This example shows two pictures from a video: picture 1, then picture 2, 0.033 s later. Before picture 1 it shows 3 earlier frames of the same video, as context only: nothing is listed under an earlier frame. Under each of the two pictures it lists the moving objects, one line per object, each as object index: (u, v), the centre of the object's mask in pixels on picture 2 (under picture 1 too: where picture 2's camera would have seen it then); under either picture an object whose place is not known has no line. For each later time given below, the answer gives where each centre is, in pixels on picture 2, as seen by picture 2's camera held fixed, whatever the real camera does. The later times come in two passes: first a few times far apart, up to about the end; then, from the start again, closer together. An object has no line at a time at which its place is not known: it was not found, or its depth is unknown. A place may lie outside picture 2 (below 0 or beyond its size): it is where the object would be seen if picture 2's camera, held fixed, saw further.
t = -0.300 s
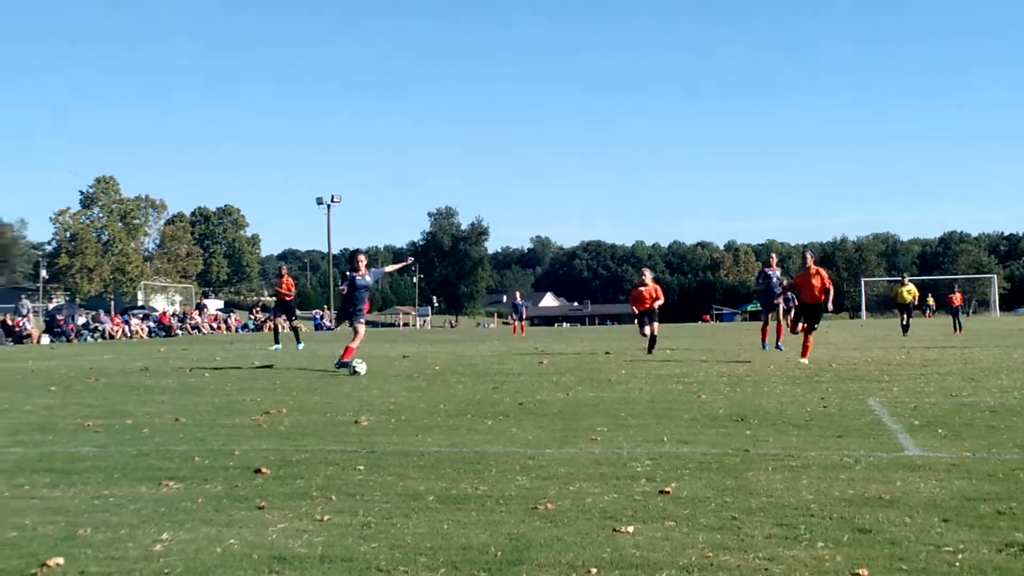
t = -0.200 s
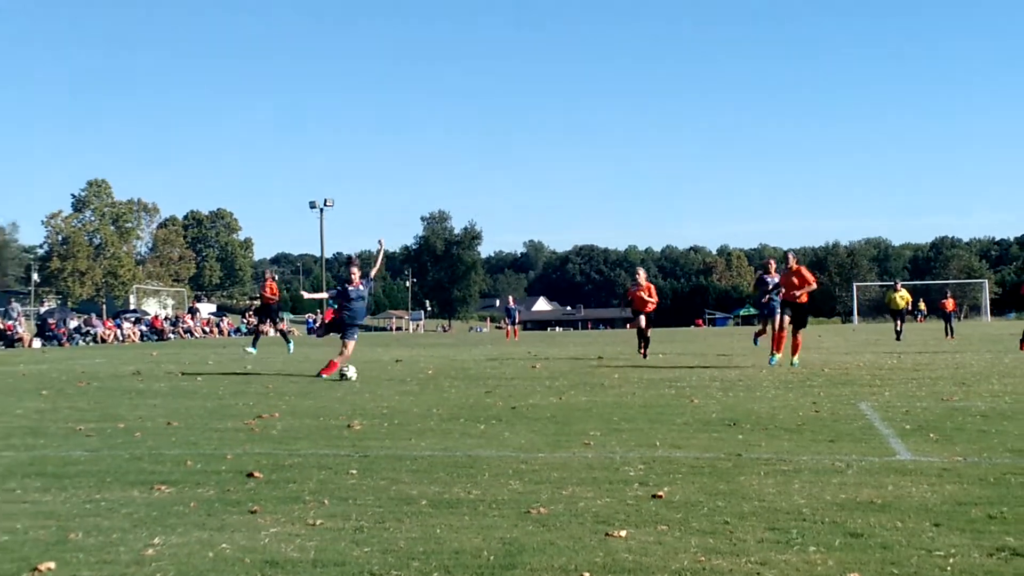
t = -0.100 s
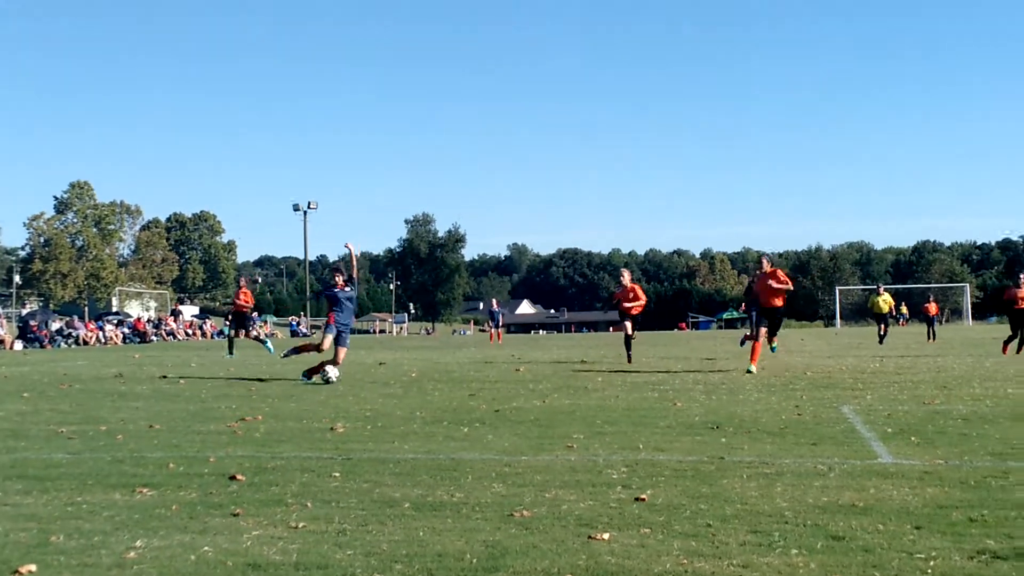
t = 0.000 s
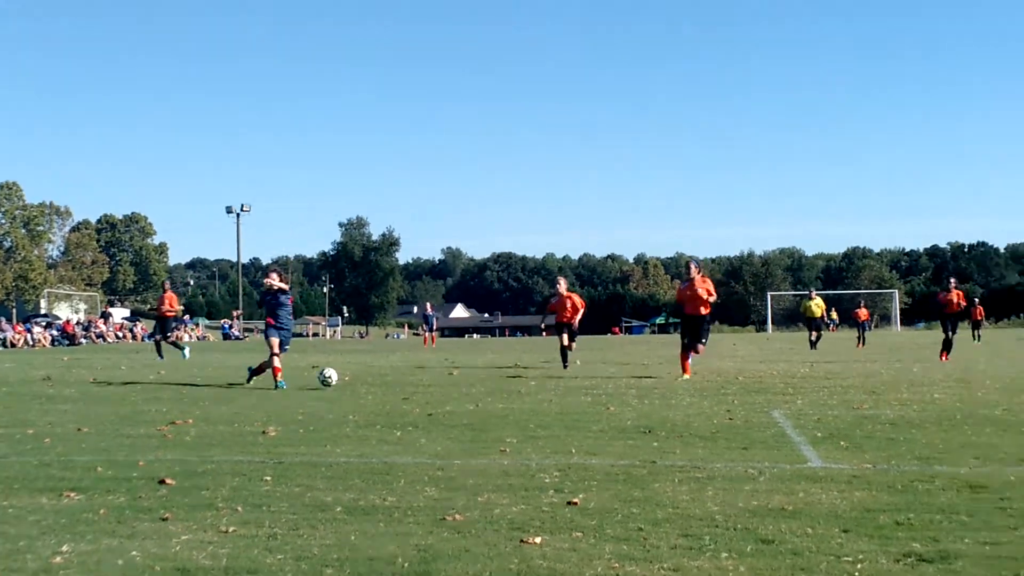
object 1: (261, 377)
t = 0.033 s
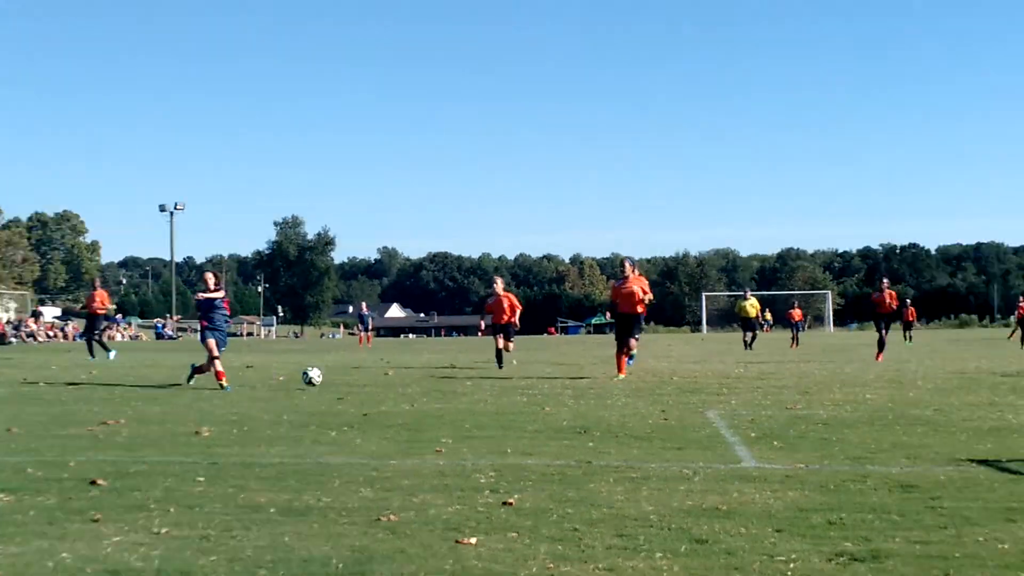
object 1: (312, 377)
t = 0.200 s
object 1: (575, 387)
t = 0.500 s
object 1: (1024, 394)
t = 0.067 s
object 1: (364, 377)
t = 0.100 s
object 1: (416, 378)
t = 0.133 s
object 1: (469, 381)
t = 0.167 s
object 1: (521, 384)
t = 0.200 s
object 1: (575, 387)
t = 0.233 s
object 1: (627, 388)
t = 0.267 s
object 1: (674, 387)
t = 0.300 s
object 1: (721, 387)
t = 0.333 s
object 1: (767, 386)
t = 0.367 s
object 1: (815, 386)
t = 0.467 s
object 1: (966, 391)
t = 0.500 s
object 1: (1024, 394)
